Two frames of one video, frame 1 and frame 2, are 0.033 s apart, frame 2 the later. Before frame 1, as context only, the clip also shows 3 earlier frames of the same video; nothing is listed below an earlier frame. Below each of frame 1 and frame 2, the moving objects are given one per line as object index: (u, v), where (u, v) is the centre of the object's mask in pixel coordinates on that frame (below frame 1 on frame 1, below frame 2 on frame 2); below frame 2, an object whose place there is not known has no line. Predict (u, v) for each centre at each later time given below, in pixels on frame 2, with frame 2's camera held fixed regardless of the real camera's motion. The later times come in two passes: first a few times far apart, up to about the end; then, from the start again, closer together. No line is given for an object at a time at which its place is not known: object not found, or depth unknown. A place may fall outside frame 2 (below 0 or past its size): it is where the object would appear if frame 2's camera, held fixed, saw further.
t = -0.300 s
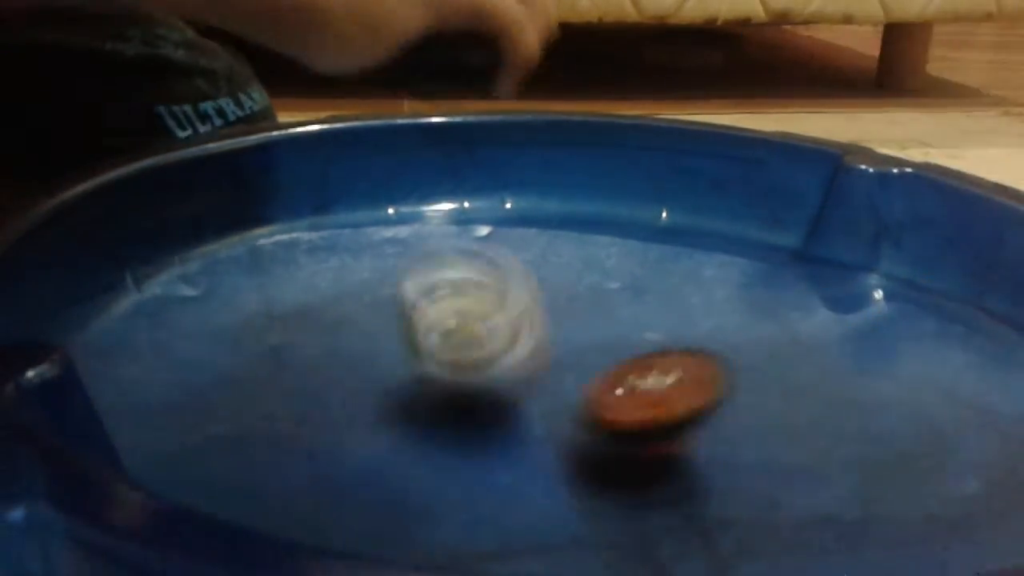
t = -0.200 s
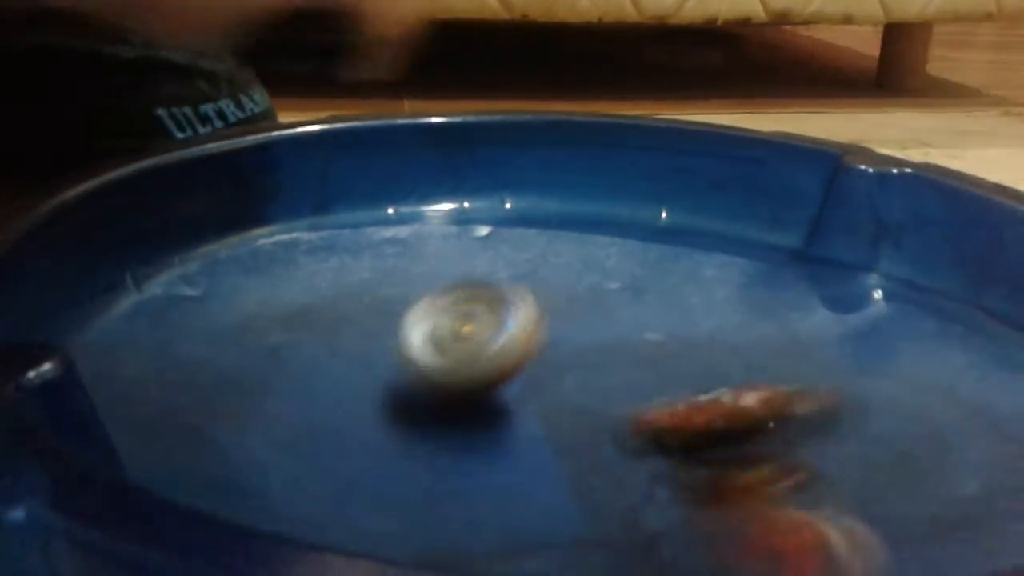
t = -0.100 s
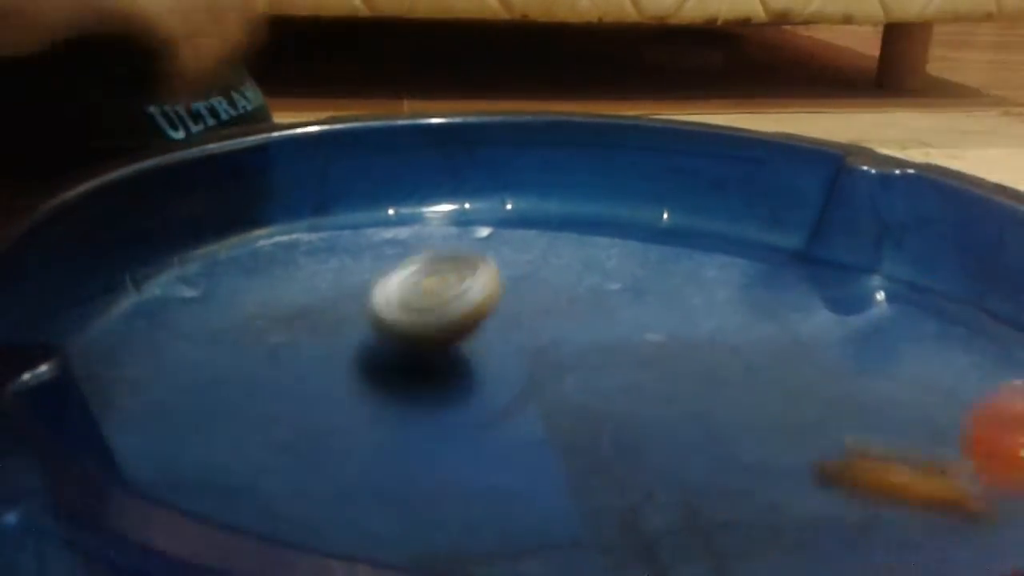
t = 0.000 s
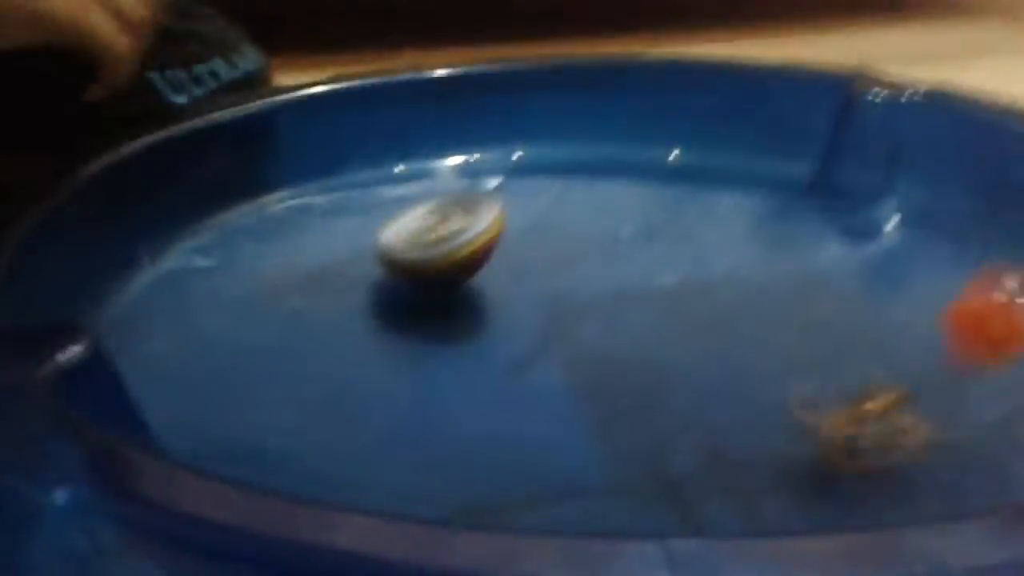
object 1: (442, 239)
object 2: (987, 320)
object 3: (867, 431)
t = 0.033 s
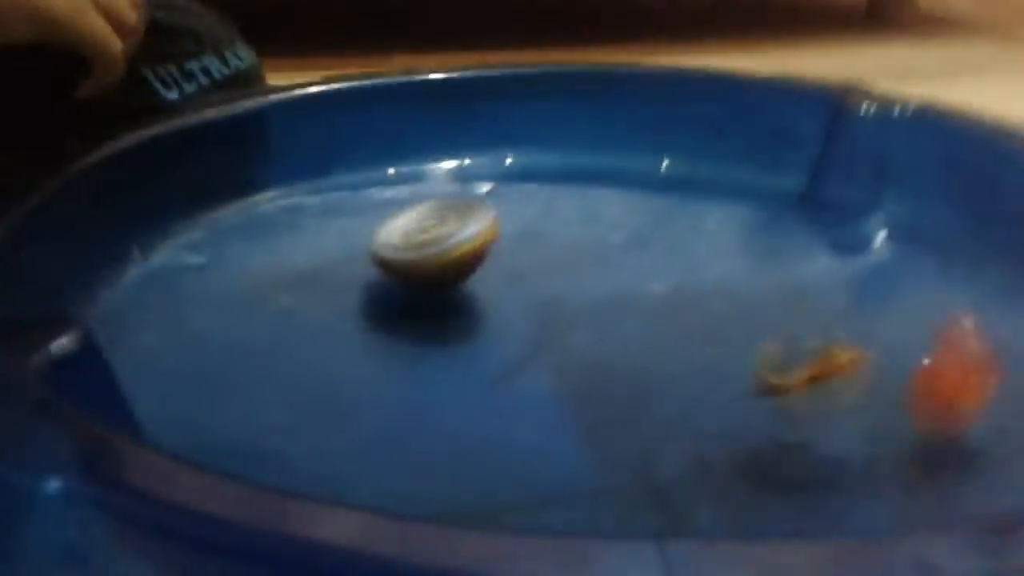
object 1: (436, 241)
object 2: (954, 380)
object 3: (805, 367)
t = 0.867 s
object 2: (381, 156)
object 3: (542, 366)
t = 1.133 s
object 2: (738, 268)
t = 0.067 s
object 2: (927, 353)
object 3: (776, 336)
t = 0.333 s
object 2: (601, 301)
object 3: (568, 194)
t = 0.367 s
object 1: (441, 313)
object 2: (557, 294)
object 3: (558, 191)
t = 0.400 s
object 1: (439, 319)
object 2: (527, 301)
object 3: (544, 189)
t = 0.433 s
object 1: (436, 326)
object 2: (482, 274)
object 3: (529, 201)
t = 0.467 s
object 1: (435, 331)
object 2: (443, 277)
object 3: (524, 178)
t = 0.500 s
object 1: (432, 336)
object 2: (413, 283)
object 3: (511, 170)
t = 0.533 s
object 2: (385, 292)
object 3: (504, 174)
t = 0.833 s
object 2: (339, 151)
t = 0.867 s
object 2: (381, 156)
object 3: (542, 366)
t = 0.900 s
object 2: (426, 182)
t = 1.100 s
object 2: (690, 247)
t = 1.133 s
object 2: (738, 268)
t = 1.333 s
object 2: (972, 350)
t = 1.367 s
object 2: (988, 364)
